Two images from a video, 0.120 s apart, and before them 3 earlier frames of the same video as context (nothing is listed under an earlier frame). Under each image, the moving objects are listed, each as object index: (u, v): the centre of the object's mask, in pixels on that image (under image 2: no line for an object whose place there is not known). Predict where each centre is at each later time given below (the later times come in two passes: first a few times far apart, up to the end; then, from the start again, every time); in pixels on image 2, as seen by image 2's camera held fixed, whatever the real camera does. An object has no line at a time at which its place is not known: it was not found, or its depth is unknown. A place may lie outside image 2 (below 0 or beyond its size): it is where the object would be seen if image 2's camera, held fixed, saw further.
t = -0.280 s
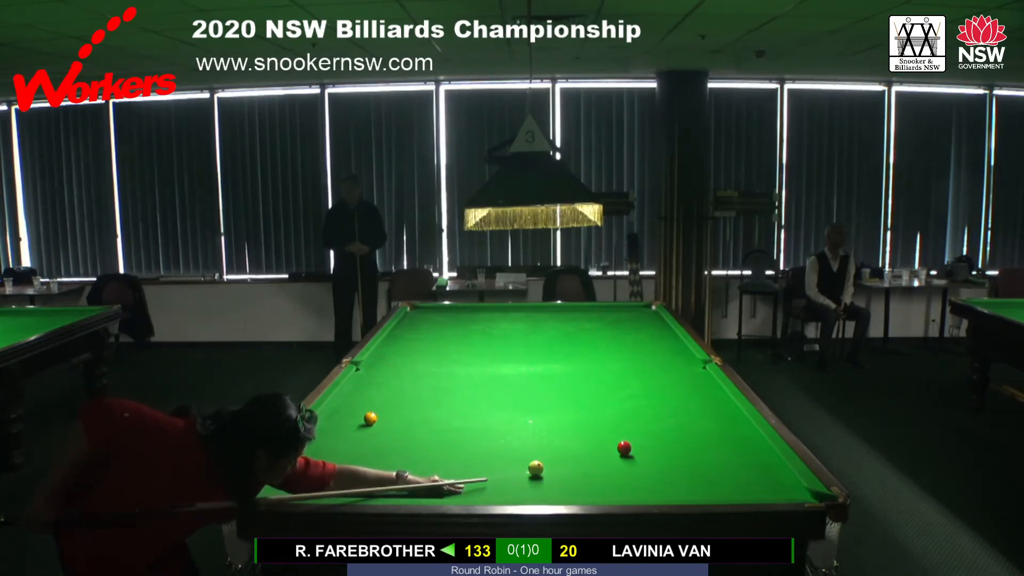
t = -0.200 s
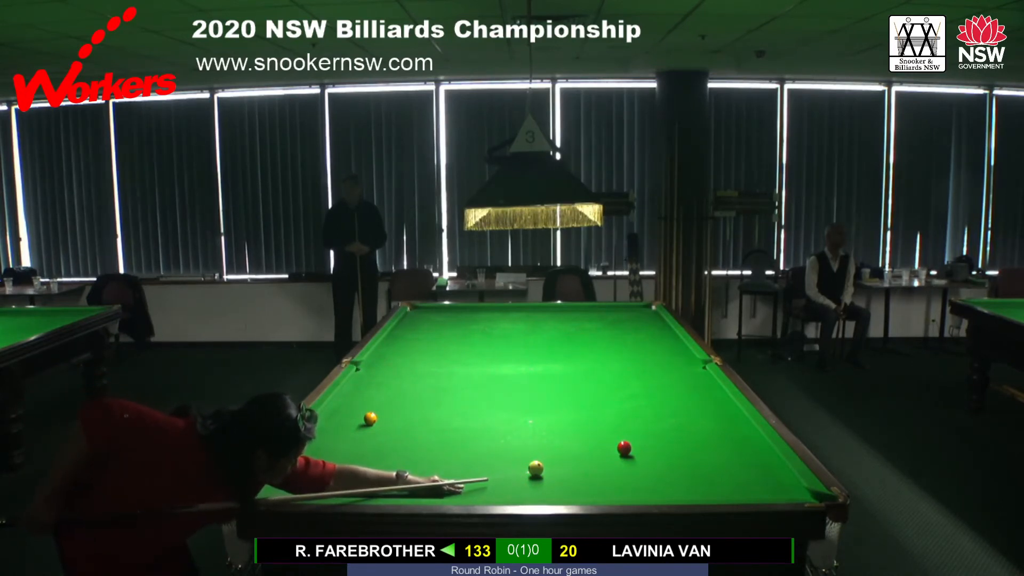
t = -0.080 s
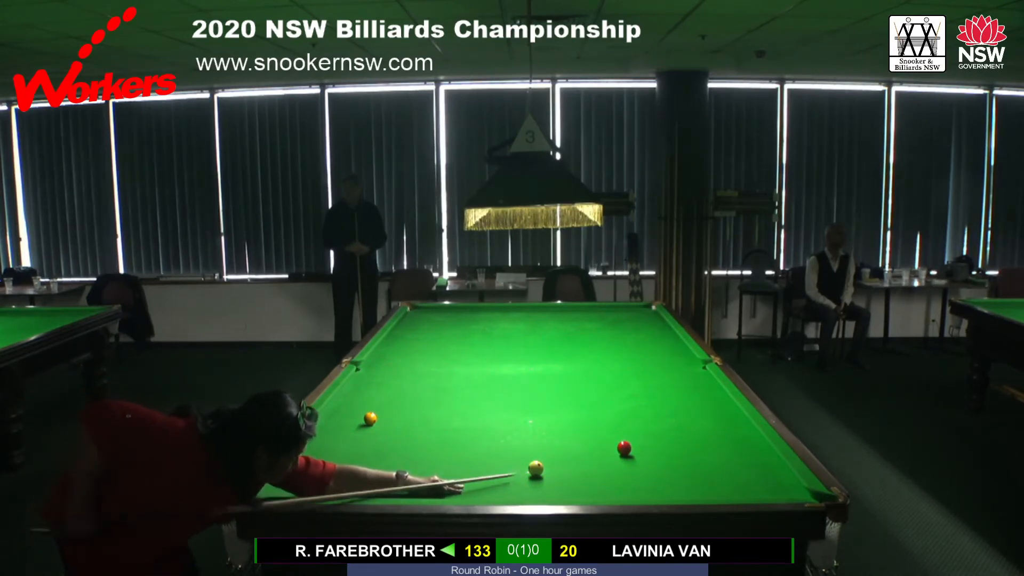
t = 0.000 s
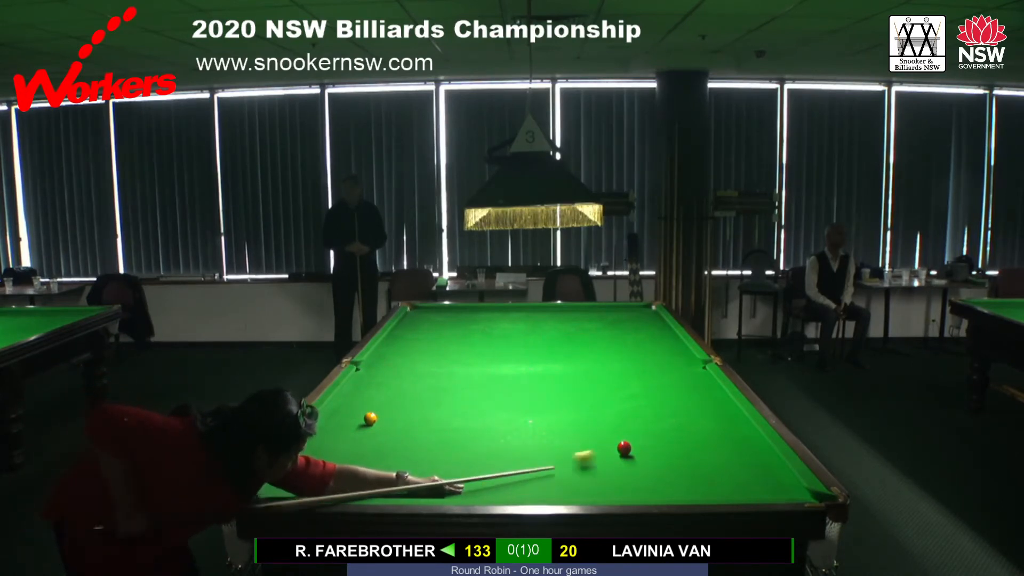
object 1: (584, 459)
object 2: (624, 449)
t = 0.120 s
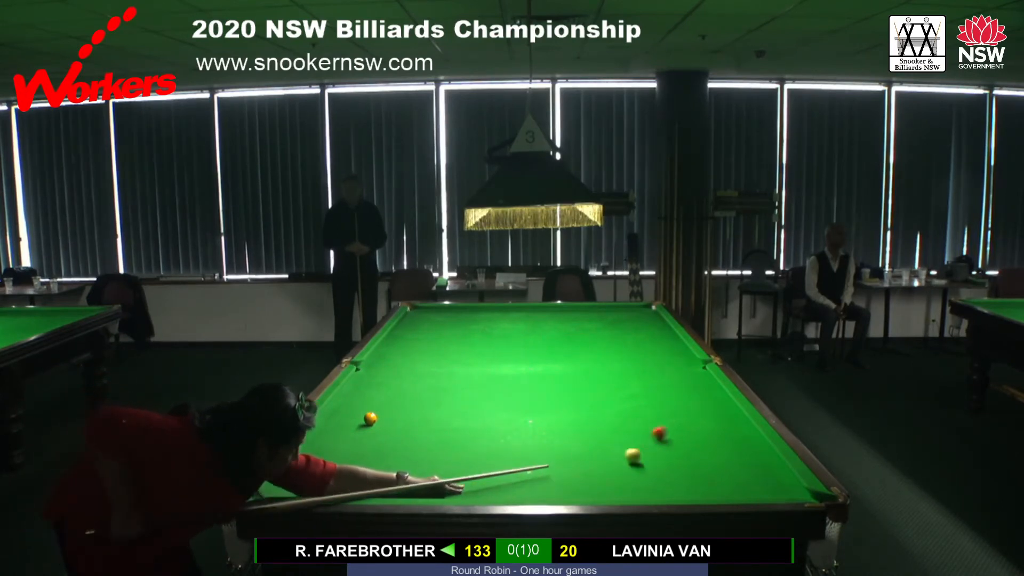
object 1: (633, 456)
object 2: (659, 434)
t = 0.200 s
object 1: (646, 460)
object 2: (689, 421)
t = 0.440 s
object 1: (681, 470)
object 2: (700, 397)
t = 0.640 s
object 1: (710, 480)
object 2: (652, 386)
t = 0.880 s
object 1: (745, 489)
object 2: (604, 374)
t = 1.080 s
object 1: (768, 493)
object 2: (567, 364)
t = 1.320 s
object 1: (776, 489)
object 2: (528, 355)
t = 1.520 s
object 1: (783, 484)
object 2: (500, 347)
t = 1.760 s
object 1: (789, 479)
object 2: (468, 340)
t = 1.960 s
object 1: (785, 476)
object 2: (445, 333)
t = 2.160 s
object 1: (779, 474)
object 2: (424, 328)
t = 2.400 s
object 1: (774, 472)
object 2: (402, 322)
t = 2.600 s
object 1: (771, 470)
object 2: (416, 319)
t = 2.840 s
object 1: (768, 469)
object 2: (432, 315)
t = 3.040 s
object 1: (767, 469)
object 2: (445, 313)
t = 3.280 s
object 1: (766, 469)
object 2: (459, 310)
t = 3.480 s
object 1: (767, 469)
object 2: (469, 308)
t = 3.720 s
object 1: (767, 469)
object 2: (479, 307)
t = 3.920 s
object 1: (767, 469)
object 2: (485, 309)
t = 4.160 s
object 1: (766, 469)
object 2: (492, 310)
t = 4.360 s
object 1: (766, 469)
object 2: (497, 311)
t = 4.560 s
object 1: (766, 469)
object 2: (503, 312)
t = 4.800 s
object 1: (766, 469)
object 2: (508, 314)
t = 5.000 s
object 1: (766, 469)
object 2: (512, 315)
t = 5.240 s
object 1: (766, 469)
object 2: (517, 316)
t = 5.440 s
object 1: (766, 469)
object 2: (521, 317)
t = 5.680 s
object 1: (766, 469)
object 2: (525, 318)
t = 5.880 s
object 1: (767, 469)
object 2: (527, 319)
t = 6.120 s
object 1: (766, 469)
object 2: (530, 319)
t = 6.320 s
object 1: (766, 469)
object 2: (532, 320)
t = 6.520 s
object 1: (766, 469)
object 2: (534, 320)
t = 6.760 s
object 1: (766, 469)
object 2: (535, 320)
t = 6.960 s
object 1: (766, 469)
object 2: (536, 320)
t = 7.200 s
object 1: (766, 469)
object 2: (536, 321)
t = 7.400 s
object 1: (766, 469)
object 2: (536, 320)
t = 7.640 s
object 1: (766, 469)
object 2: (536, 321)
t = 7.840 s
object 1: (766, 469)
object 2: (536, 321)
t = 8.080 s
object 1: (766, 469)
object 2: (536, 321)
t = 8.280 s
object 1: (766, 469)
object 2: (536, 321)
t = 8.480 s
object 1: (766, 469)
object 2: (536, 320)
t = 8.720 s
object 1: (766, 469)
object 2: (536, 321)
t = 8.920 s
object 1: (766, 469)
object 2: (536, 321)
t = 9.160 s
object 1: (766, 469)
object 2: (536, 321)
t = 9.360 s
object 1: (766, 469)
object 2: (536, 321)
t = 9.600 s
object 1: (766, 469)
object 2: (536, 321)
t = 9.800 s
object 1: (767, 469)
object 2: (536, 321)
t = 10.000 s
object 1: (766, 469)
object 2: (536, 320)
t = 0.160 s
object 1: (640, 458)
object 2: (675, 427)
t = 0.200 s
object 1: (646, 460)
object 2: (689, 421)
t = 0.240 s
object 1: (652, 462)
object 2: (702, 416)
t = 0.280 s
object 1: (657, 463)
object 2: (714, 410)
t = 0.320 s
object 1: (663, 465)
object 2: (725, 406)
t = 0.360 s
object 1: (669, 467)
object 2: (724, 402)
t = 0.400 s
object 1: (675, 469)
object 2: (712, 399)
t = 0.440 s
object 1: (681, 470)
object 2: (700, 397)
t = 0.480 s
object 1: (686, 472)
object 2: (689, 395)
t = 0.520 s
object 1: (692, 474)
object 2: (680, 392)
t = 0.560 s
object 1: (698, 475)
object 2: (670, 390)
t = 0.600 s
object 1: (704, 478)
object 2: (661, 388)
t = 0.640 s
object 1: (710, 480)
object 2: (652, 386)
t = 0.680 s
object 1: (716, 482)
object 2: (644, 384)
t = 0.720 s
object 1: (721, 483)
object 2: (635, 382)
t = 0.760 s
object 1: (727, 485)
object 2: (627, 379)
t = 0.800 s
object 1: (733, 487)
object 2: (619, 377)
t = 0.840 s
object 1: (739, 489)
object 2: (611, 375)
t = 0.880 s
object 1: (745, 489)
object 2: (604, 374)
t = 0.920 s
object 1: (751, 491)
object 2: (596, 372)
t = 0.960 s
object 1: (756, 492)
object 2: (588, 370)
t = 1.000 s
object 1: (762, 493)
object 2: (581, 368)
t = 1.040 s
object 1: (766, 493)
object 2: (574, 366)
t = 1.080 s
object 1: (768, 493)
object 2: (567, 364)
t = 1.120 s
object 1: (770, 492)
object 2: (560, 362)
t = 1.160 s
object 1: (771, 491)
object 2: (554, 361)
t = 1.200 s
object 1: (772, 491)
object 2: (547, 359)
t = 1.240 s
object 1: (774, 490)
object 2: (541, 358)
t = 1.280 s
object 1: (775, 490)
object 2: (535, 356)
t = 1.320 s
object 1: (776, 489)
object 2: (528, 355)
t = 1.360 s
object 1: (778, 488)
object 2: (522, 353)
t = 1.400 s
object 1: (779, 487)
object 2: (517, 352)
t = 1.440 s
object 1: (780, 486)
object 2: (511, 350)
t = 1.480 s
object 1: (782, 485)
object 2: (505, 349)
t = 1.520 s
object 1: (783, 484)
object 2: (500, 347)
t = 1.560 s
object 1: (784, 483)
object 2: (494, 346)
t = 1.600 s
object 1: (785, 482)
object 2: (489, 345)
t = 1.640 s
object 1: (786, 482)
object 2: (483, 343)
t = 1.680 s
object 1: (787, 481)
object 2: (478, 342)
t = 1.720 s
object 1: (788, 480)
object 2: (473, 341)
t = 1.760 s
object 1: (789, 479)
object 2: (468, 340)
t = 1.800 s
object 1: (789, 478)
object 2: (464, 338)
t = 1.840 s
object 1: (789, 477)
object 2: (459, 337)
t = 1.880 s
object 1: (787, 477)
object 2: (454, 336)
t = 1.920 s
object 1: (786, 477)
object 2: (450, 335)
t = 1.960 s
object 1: (785, 476)
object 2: (445, 333)
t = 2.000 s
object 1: (784, 476)
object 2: (441, 332)
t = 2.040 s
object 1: (783, 475)
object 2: (437, 331)
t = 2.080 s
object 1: (782, 474)
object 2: (432, 330)
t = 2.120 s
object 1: (780, 474)
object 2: (428, 329)
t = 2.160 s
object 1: (779, 474)
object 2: (424, 328)
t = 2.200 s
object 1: (779, 473)
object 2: (420, 327)
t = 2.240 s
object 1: (778, 473)
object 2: (416, 326)
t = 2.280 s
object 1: (777, 473)
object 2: (413, 325)
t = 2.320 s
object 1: (776, 473)
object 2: (409, 324)
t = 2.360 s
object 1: (775, 472)
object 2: (405, 323)
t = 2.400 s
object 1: (774, 472)
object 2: (402, 322)
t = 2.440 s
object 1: (774, 472)
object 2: (403, 321)
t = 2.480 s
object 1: (773, 471)
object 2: (407, 320)
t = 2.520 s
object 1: (772, 471)
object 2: (410, 320)
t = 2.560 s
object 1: (772, 471)
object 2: (413, 320)
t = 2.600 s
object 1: (771, 470)
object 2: (416, 319)
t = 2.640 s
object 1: (770, 470)
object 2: (419, 318)
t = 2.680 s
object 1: (770, 470)
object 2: (422, 318)
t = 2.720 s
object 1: (769, 469)
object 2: (424, 317)
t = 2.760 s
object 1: (769, 469)
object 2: (427, 316)
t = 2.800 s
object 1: (768, 469)
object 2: (429, 316)
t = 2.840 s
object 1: (768, 469)
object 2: (432, 315)
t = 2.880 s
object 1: (768, 469)
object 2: (435, 315)
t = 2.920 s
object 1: (767, 469)
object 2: (438, 314)
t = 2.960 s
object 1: (767, 469)
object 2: (440, 314)
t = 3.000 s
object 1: (767, 469)
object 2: (442, 313)
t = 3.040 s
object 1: (767, 469)
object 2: (445, 313)
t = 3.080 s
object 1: (767, 469)
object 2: (447, 312)
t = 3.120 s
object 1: (766, 469)
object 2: (449, 312)
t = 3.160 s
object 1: (766, 469)
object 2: (452, 311)
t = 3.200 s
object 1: (766, 469)
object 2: (454, 311)
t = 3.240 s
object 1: (766, 469)
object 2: (456, 310)
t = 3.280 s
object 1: (766, 469)
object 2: (459, 310)
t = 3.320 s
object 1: (766, 469)
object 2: (461, 309)
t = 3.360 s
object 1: (766, 469)
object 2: (463, 309)
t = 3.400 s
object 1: (766, 469)
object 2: (465, 309)
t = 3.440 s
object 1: (767, 469)
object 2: (468, 308)
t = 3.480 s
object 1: (767, 469)
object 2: (469, 308)
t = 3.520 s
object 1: (767, 469)
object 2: (472, 307)
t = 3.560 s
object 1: (767, 469)
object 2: (473, 307)
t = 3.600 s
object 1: (767, 469)
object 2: (475, 307)
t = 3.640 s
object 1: (767, 469)
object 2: (476, 307)
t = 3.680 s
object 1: (767, 469)
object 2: (478, 307)
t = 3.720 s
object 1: (767, 469)
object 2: (479, 307)
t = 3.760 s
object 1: (767, 469)
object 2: (480, 308)
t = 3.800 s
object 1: (767, 469)
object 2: (481, 308)
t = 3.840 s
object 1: (767, 469)
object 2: (483, 308)
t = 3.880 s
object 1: (766, 469)
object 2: (484, 308)
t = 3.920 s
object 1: (767, 469)
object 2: (485, 309)
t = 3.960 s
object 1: (767, 469)
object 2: (486, 309)
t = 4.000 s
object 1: (767, 469)
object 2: (487, 309)
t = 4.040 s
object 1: (766, 469)
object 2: (488, 309)
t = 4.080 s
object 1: (767, 469)
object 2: (489, 310)
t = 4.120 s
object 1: (767, 469)
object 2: (491, 310)
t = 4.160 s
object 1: (766, 469)
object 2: (492, 310)
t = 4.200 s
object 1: (767, 469)
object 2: (493, 310)
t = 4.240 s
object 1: (766, 469)
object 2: (494, 311)
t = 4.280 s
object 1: (766, 469)
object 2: (495, 311)
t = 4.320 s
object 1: (766, 469)
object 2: (496, 311)
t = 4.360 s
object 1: (766, 469)
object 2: (497, 311)
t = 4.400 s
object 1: (766, 469)
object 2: (498, 311)
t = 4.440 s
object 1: (767, 469)
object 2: (499, 312)
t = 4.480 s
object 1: (766, 469)
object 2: (501, 312)
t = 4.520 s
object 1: (766, 469)
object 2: (502, 312)
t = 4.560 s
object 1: (766, 469)
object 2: (503, 312)
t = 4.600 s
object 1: (766, 469)
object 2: (503, 313)
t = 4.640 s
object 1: (766, 469)
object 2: (504, 313)
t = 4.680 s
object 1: (766, 469)
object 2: (505, 313)
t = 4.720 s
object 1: (766, 469)
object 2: (506, 313)
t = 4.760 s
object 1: (766, 469)
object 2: (507, 313)
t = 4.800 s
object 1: (766, 469)
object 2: (508, 314)
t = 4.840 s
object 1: (766, 469)
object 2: (509, 314)
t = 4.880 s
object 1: (766, 469)
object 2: (510, 314)
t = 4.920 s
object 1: (766, 469)
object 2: (510, 314)
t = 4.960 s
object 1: (766, 469)
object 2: (511, 315)
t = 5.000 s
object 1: (766, 469)
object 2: (512, 315)
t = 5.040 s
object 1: (766, 469)
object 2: (513, 315)
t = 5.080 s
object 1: (766, 469)
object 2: (514, 315)
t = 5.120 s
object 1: (766, 469)
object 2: (515, 316)
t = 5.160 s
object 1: (766, 469)
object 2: (516, 316)
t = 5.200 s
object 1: (766, 469)
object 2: (516, 316)
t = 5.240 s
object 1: (766, 469)
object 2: (517, 316)
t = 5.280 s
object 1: (767, 469)
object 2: (518, 316)
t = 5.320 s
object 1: (767, 469)
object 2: (519, 316)
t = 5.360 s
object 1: (766, 469)
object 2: (519, 317)
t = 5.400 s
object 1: (766, 469)
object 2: (520, 317)
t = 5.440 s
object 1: (766, 469)
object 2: (521, 317)
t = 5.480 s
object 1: (767, 469)
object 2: (521, 317)
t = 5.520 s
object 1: (766, 469)
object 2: (522, 317)
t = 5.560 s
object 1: (766, 469)
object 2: (523, 317)
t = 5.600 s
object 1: (766, 469)
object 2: (523, 317)
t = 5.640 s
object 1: (766, 469)
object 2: (524, 318)
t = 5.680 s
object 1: (766, 469)
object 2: (525, 318)
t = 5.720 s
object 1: (766, 469)
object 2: (525, 318)
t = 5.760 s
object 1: (766, 469)
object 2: (526, 318)
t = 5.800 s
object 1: (767, 469)
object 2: (526, 318)
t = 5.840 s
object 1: (766, 469)
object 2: (527, 318)
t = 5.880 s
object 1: (767, 469)
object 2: (527, 319)
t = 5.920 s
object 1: (766, 469)
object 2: (528, 319)
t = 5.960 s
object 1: (766, 469)
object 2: (528, 319)
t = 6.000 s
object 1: (766, 469)
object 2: (529, 319)
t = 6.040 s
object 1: (766, 469)
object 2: (529, 319)
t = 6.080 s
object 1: (766, 469)
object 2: (530, 319)
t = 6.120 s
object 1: (766, 469)
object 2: (530, 319)
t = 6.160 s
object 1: (766, 469)
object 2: (531, 319)
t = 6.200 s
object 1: (766, 469)
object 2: (531, 319)
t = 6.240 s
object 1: (766, 469)
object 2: (532, 319)
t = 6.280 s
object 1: (766, 469)
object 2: (532, 319)
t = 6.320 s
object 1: (766, 469)
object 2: (532, 320)
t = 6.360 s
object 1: (766, 469)
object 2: (533, 320)
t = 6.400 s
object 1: (766, 469)
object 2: (533, 320)
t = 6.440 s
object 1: (766, 469)
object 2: (533, 320)
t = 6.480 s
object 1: (766, 469)
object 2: (533, 320)
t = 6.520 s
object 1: (766, 469)
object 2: (534, 320)
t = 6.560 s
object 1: (766, 469)
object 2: (534, 320)
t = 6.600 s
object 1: (766, 469)
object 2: (534, 320)
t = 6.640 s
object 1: (766, 469)
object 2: (534, 320)
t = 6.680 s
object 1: (766, 469)
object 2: (535, 320)
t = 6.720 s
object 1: (766, 469)
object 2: (535, 320)
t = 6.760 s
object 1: (766, 469)
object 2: (535, 320)
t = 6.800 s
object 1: (766, 469)
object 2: (535, 320)
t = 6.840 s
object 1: (766, 469)
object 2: (535, 320)
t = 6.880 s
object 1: (766, 469)
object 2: (536, 320)
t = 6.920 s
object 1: (766, 469)
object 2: (536, 320)
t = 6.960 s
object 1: (766, 469)
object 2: (536, 320)
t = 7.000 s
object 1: (766, 469)
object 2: (536, 320)
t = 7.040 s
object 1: (766, 469)
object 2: (536, 320)
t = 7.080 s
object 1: (766, 469)
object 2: (536, 321)
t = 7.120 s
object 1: (766, 469)
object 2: (536, 321)
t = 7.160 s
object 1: (766, 469)
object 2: (536, 321)
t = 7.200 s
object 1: (766, 469)
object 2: (536, 321)
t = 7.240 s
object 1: (766, 469)
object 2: (536, 320)
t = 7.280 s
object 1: (767, 469)
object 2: (536, 321)
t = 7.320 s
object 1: (766, 469)
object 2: (536, 321)
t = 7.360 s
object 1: (766, 469)
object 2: (536, 320)
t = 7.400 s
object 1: (766, 469)
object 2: (536, 320)
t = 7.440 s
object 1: (766, 469)
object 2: (536, 320)
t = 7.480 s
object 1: (766, 469)
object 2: (536, 320)
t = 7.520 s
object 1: (766, 469)
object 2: (536, 320)
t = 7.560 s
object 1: (766, 469)
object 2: (536, 321)
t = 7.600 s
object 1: (766, 469)
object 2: (536, 321)
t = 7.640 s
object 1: (766, 469)
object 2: (536, 321)
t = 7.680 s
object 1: (766, 469)
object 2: (536, 320)
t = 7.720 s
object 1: (766, 469)
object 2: (536, 320)
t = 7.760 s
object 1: (766, 469)
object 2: (536, 321)
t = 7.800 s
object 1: (766, 469)
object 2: (536, 321)
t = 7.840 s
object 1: (766, 469)
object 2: (536, 321)
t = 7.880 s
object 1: (766, 469)
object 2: (536, 321)
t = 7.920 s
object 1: (766, 469)
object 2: (536, 320)
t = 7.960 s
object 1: (766, 469)
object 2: (536, 321)
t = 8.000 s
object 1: (766, 469)
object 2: (536, 321)
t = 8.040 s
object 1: (766, 469)
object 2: (536, 321)
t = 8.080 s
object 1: (766, 469)
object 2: (536, 321)
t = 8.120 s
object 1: (766, 469)
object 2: (536, 321)
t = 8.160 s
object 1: (766, 469)
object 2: (536, 321)
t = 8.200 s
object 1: (766, 469)
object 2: (536, 321)
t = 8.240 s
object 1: (766, 469)
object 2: (536, 321)
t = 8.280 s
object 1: (766, 469)
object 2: (536, 321)
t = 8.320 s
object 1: (766, 469)
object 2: (536, 320)
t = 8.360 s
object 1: (766, 469)
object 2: (536, 321)
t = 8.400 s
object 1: (766, 469)
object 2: (536, 321)
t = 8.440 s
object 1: (766, 469)
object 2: (536, 321)
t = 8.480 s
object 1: (766, 469)
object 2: (536, 320)
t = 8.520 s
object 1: (766, 469)
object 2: (536, 320)
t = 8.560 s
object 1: (766, 469)
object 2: (536, 320)
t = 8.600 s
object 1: (766, 469)
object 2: (536, 320)
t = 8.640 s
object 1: (766, 469)
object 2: (536, 320)
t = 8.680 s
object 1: (766, 469)
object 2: (536, 320)
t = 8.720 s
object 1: (766, 469)
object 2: (536, 321)
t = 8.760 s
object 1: (766, 469)
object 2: (536, 321)
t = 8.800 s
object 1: (766, 469)
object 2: (536, 321)
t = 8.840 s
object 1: (766, 469)
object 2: (536, 320)
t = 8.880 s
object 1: (766, 469)
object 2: (536, 321)
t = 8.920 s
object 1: (766, 469)
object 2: (536, 321)
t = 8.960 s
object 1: (766, 469)
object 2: (536, 320)
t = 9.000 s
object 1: (766, 469)
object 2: (536, 320)
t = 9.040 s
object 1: (766, 469)
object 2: (536, 321)
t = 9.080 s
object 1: (766, 469)
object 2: (536, 320)
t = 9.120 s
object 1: (766, 469)
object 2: (536, 320)
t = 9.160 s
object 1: (766, 469)
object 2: (536, 321)
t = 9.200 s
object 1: (766, 469)
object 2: (536, 320)
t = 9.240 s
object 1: (766, 469)
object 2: (536, 321)
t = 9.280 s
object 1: (766, 469)
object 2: (536, 321)
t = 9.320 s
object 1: (766, 469)
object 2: (536, 321)
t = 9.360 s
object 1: (766, 469)
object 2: (536, 321)
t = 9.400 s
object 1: (766, 469)
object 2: (536, 321)
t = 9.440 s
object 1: (766, 469)
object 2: (536, 321)
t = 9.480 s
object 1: (766, 469)
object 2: (536, 320)
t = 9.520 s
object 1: (766, 469)
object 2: (536, 320)
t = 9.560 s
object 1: (766, 469)
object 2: (536, 320)
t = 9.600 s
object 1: (766, 469)
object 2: (536, 321)
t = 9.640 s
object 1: (766, 469)
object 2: (536, 320)
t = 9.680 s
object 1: (766, 469)
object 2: (536, 321)
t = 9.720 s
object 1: (766, 469)
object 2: (536, 320)
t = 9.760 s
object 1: (766, 469)
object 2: (536, 321)
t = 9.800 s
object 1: (767, 469)
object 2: (536, 321)
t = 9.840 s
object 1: (767, 469)
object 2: (536, 321)
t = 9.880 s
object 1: (766, 469)
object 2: (536, 320)
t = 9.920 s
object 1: (766, 469)
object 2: (536, 321)
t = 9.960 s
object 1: (766, 469)
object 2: (536, 321)
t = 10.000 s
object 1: (766, 469)
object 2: (536, 320)
